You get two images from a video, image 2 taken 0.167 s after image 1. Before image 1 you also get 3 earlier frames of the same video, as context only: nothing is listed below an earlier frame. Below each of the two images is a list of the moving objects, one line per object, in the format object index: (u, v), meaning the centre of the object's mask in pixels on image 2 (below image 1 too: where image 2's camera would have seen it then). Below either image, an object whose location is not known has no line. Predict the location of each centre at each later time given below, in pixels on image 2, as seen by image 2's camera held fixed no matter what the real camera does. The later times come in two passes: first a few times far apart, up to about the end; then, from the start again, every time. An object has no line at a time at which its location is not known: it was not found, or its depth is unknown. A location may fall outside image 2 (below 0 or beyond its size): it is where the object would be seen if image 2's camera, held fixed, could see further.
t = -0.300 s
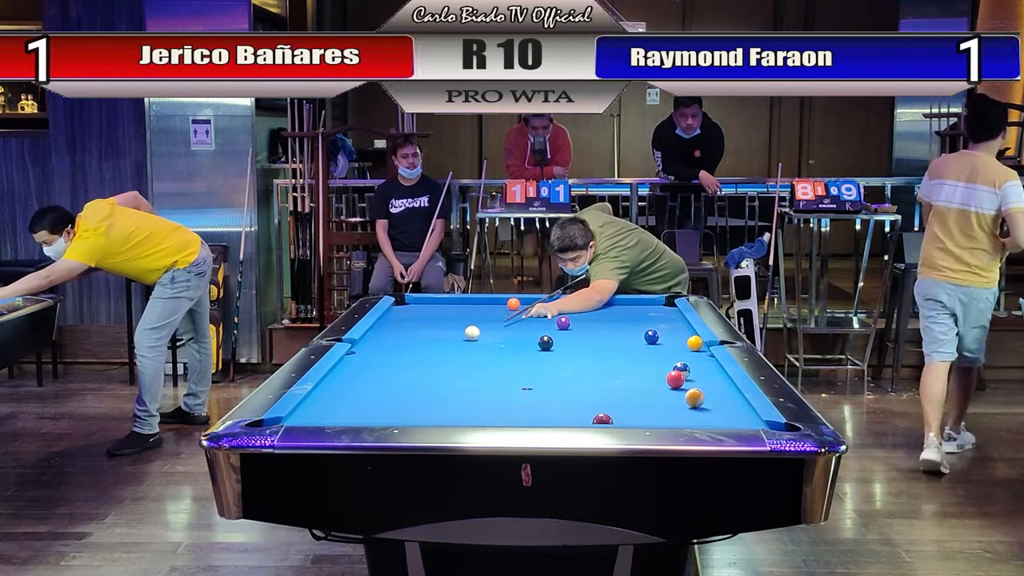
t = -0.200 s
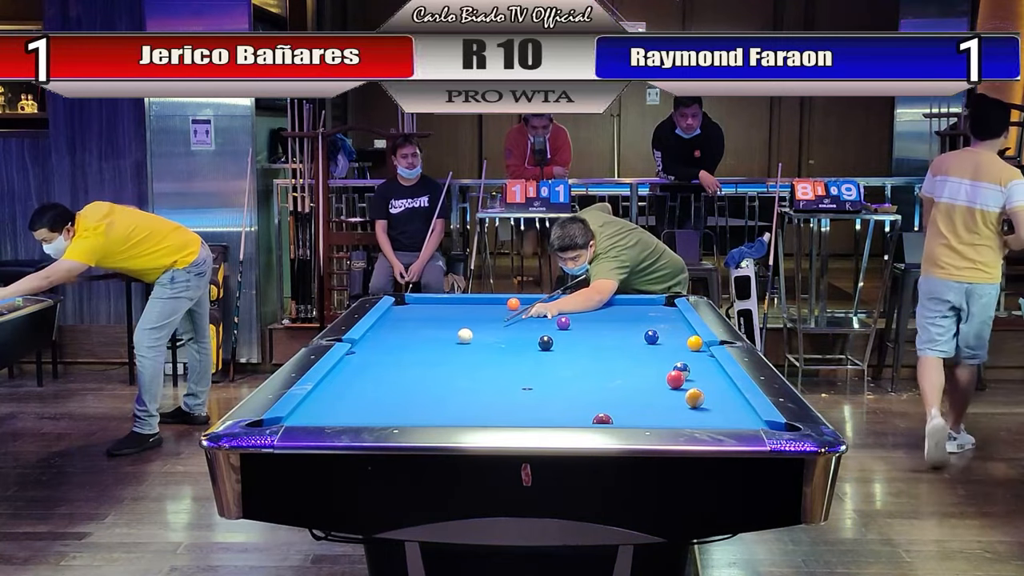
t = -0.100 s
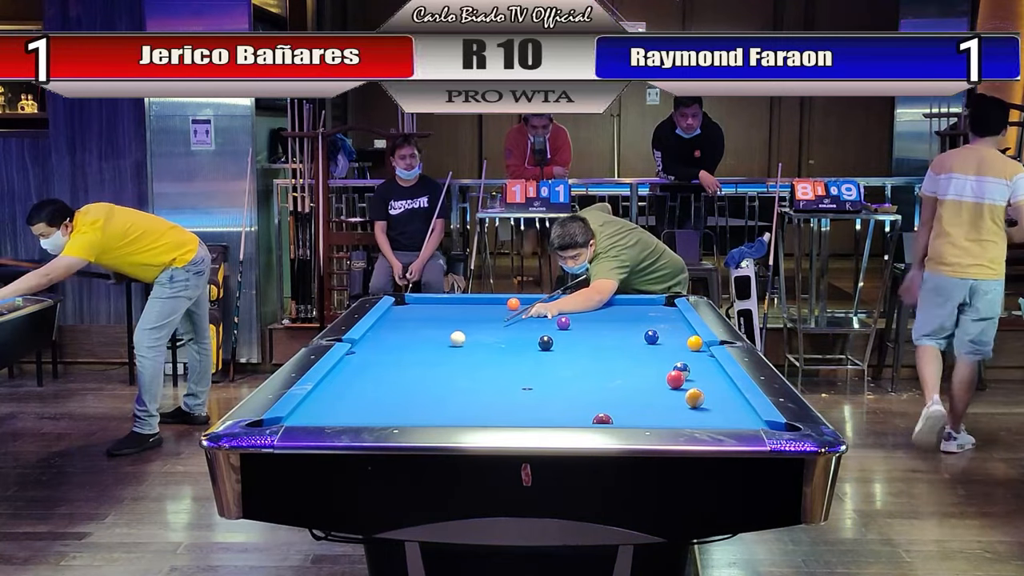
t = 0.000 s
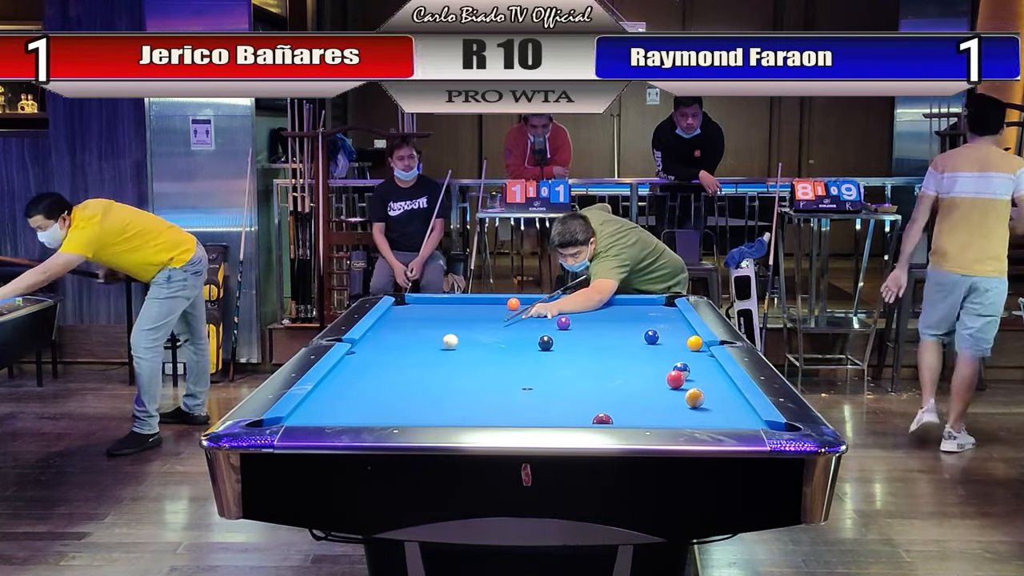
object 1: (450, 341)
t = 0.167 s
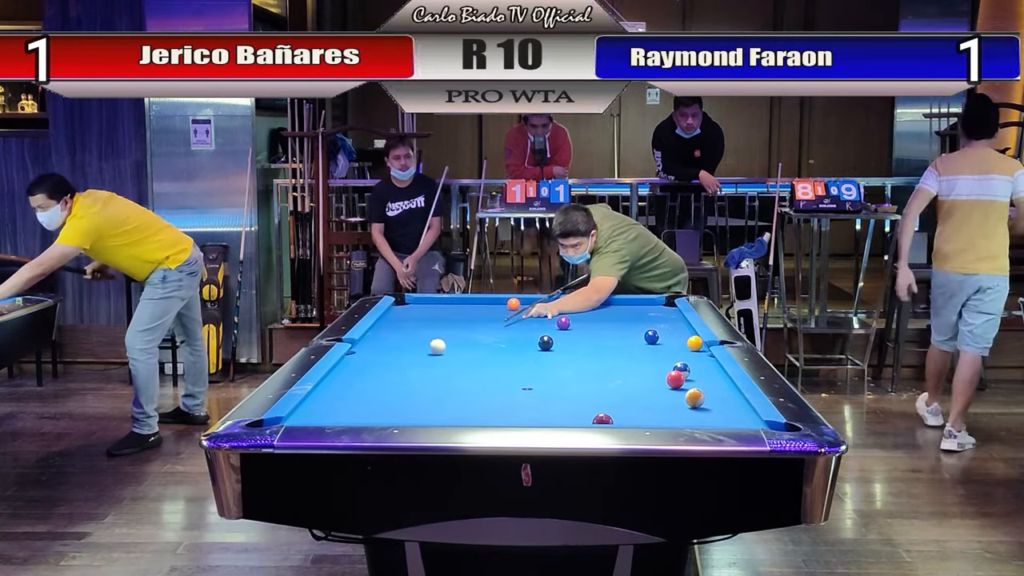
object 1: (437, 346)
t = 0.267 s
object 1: (429, 349)
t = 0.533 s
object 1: (408, 358)
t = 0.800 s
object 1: (386, 366)
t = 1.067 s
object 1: (363, 375)
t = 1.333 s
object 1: (339, 385)
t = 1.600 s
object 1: (318, 394)
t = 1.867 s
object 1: (320, 403)
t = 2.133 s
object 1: (322, 411)
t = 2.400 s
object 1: (324, 416)
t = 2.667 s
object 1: (329, 418)
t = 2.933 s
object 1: (338, 416)
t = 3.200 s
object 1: (345, 413)
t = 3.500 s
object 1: (352, 412)
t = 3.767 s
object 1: (357, 410)
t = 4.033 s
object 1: (362, 408)
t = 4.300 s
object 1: (364, 406)
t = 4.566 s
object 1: (366, 406)
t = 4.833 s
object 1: (367, 405)
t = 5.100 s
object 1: (367, 405)
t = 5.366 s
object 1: (367, 405)
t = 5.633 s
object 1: (367, 405)
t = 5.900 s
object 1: (367, 405)
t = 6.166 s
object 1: (367, 405)
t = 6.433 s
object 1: (367, 405)
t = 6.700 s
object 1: (367, 405)
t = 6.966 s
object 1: (367, 405)
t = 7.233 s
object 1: (367, 405)
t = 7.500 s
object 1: (367, 405)
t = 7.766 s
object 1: (367, 405)
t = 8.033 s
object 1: (367, 405)
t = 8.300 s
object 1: (367, 405)
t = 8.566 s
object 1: (367, 405)
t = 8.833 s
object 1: (367, 405)
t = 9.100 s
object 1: (367, 405)
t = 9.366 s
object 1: (367, 405)
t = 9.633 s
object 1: (367, 405)
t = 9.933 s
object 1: (367, 405)
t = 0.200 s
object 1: (435, 347)
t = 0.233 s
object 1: (432, 348)
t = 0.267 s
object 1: (429, 349)
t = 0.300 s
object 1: (427, 350)
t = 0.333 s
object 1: (424, 351)
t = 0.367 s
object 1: (422, 352)
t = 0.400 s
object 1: (419, 353)
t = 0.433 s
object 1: (416, 354)
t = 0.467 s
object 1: (414, 355)
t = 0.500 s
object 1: (411, 357)
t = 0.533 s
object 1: (408, 358)
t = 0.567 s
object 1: (405, 359)
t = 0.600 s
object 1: (403, 360)
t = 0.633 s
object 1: (400, 361)
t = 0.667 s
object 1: (397, 362)
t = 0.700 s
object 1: (394, 363)
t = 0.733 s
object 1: (392, 364)
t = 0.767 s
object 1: (389, 365)
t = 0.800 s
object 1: (386, 366)
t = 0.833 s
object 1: (383, 367)
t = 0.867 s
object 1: (380, 368)
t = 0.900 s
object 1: (378, 370)
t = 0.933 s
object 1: (375, 371)
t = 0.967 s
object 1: (372, 372)
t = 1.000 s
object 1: (369, 373)
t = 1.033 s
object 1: (366, 374)
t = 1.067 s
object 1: (363, 375)
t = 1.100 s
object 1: (360, 376)
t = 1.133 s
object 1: (357, 378)
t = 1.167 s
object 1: (354, 379)
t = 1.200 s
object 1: (351, 380)
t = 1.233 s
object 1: (348, 381)
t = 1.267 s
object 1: (345, 383)
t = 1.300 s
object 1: (342, 384)
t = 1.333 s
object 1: (339, 385)
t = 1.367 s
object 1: (336, 386)
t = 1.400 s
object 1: (333, 387)
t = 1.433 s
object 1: (330, 388)
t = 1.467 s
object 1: (326, 390)
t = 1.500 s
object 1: (324, 391)
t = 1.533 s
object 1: (320, 392)
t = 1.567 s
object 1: (318, 394)
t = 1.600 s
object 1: (318, 394)
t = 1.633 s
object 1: (318, 395)
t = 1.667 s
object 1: (318, 396)
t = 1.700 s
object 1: (319, 397)
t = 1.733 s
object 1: (319, 399)
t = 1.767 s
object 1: (319, 400)
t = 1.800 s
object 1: (319, 400)
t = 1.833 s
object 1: (319, 401)
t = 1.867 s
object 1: (320, 403)
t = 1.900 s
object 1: (320, 404)
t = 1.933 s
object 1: (321, 404)
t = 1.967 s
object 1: (321, 406)
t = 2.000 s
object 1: (321, 407)
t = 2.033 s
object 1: (321, 408)
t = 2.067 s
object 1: (321, 409)
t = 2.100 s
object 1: (322, 409)
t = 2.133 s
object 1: (322, 411)
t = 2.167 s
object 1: (322, 412)
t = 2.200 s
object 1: (322, 412)
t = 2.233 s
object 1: (323, 413)
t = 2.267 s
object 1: (323, 413)
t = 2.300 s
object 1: (323, 414)
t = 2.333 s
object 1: (323, 414)
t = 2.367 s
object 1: (324, 415)
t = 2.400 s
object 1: (324, 416)
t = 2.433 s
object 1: (324, 416)
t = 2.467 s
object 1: (324, 417)
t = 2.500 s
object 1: (325, 417)
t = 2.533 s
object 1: (325, 418)
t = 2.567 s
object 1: (325, 418)
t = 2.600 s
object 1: (325, 419)
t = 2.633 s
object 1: (327, 418)
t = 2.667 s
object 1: (329, 418)
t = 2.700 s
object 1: (330, 417)
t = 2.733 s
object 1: (331, 417)
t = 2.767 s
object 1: (332, 417)
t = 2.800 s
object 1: (333, 417)
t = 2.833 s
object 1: (334, 416)
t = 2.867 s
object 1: (335, 416)
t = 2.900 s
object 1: (336, 416)
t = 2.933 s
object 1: (338, 416)
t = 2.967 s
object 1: (339, 415)
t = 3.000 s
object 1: (340, 415)
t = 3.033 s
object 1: (340, 415)
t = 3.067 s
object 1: (341, 415)
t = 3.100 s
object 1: (343, 414)
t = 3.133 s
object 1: (344, 414)
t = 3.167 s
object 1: (345, 414)
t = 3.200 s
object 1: (345, 413)
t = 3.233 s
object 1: (346, 413)
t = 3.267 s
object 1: (347, 413)
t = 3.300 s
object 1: (348, 413)
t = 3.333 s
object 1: (349, 413)
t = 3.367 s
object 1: (350, 412)
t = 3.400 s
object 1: (350, 412)
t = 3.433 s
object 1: (351, 412)
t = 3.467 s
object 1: (352, 412)
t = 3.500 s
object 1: (352, 412)
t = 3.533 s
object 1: (353, 411)
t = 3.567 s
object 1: (354, 411)
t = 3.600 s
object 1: (355, 411)
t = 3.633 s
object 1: (355, 411)
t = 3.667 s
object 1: (356, 411)
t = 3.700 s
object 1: (356, 410)
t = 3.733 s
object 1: (357, 410)
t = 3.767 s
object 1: (357, 410)
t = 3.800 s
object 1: (358, 409)
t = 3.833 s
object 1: (359, 409)
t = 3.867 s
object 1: (359, 409)
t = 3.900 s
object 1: (360, 409)
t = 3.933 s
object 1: (360, 408)
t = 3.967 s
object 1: (361, 408)
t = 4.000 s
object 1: (361, 408)
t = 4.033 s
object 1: (362, 408)
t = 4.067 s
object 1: (362, 408)
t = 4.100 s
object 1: (363, 407)
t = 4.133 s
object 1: (363, 407)
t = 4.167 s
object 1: (363, 407)
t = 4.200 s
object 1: (363, 407)
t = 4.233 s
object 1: (364, 406)
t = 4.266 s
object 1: (364, 406)
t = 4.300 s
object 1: (364, 406)
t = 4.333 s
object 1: (365, 406)
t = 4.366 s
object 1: (365, 406)
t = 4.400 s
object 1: (365, 406)
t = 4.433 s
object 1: (366, 406)
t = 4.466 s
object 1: (366, 406)
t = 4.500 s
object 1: (366, 406)
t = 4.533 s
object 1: (366, 406)
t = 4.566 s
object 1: (366, 406)
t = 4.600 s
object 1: (367, 405)
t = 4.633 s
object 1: (367, 405)
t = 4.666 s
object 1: (367, 405)
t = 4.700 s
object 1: (367, 405)
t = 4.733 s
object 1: (367, 405)
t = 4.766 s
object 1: (367, 405)
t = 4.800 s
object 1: (367, 405)
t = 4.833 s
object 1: (367, 405)
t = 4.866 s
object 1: (367, 405)
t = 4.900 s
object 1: (367, 405)
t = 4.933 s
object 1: (367, 405)
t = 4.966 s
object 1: (367, 405)
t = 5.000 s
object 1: (367, 405)
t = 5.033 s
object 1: (367, 405)
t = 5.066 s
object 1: (367, 405)
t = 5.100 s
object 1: (367, 405)
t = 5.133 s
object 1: (367, 405)
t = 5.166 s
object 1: (367, 405)
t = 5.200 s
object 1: (367, 405)
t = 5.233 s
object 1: (367, 405)
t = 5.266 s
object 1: (367, 405)
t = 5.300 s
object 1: (367, 405)
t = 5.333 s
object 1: (367, 405)
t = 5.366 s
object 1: (367, 405)
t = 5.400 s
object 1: (367, 405)
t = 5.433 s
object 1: (367, 405)
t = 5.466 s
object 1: (367, 405)
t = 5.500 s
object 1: (367, 405)
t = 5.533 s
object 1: (367, 405)
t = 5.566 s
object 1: (367, 405)
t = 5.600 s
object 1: (367, 405)
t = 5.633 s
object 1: (367, 405)
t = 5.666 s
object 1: (367, 405)
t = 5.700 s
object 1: (367, 405)
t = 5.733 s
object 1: (367, 405)
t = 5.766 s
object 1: (367, 405)
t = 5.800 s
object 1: (367, 405)
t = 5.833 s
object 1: (367, 405)
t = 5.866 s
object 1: (367, 405)
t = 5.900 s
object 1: (367, 405)
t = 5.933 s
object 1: (367, 405)
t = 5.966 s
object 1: (367, 405)
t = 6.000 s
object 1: (367, 405)
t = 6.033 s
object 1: (367, 405)
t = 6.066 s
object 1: (367, 405)
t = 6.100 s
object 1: (367, 405)
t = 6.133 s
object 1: (367, 405)
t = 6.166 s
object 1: (367, 405)
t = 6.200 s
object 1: (367, 405)
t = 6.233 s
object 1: (367, 405)
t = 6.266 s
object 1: (367, 405)
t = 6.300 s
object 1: (367, 405)
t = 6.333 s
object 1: (367, 405)
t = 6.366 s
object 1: (367, 405)
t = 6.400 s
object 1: (367, 405)
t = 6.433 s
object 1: (367, 405)
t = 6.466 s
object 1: (367, 405)
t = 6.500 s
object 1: (367, 405)
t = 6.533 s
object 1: (367, 405)
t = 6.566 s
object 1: (367, 405)
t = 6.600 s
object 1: (367, 405)
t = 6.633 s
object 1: (367, 405)
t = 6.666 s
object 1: (367, 405)
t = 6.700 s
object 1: (367, 405)
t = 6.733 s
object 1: (367, 405)
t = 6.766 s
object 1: (367, 405)
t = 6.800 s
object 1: (367, 405)
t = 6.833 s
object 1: (367, 405)
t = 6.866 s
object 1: (367, 405)
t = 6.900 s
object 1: (367, 405)
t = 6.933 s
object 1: (367, 405)
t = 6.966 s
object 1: (367, 405)
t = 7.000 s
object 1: (367, 405)
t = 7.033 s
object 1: (367, 405)
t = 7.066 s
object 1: (367, 405)
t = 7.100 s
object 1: (367, 405)
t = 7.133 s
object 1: (367, 405)
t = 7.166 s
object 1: (367, 405)
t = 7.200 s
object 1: (367, 405)
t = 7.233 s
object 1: (367, 405)
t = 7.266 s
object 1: (367, 405)
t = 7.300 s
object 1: (367, 405)
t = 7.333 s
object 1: (367, 405)
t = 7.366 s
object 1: (367, 405)
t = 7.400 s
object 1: (367, 405)
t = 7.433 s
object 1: (367, 405)
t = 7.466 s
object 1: (367, 405)
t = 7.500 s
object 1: (367, 405)
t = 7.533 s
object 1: (367, 405)
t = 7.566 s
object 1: (367, 405)
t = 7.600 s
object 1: (367, 405)
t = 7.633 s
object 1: (367, 405)
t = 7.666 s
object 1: (367, 405)
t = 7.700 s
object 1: (367, 405)
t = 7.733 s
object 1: (367, 405)
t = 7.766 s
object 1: (367, 405)
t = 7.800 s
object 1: (367, 405)
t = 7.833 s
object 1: (367, 405)
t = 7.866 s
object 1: (367, 405)
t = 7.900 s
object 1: (367, 405)
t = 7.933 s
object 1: (367, 405)
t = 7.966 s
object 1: (367, 405)
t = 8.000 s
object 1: (367, 405)
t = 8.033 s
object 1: (367, 405)
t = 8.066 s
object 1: (367, 405)
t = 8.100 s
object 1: (367, 405)
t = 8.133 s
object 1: (367, 405)
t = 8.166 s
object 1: (367, 405)
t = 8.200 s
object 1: (367, 405)
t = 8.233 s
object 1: (367, 405)
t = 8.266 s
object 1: (367, 405)
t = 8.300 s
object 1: (367, 405)
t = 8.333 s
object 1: (367, 405)
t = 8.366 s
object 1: (367, 405)
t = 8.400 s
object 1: (367, 405)
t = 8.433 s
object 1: (367, 405)
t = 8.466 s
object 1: (367, 405)
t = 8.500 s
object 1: (367, 405)
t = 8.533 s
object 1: (367, 405)
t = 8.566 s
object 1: (367, 405)
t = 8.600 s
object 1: (367, 405)
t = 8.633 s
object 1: (367, 405)
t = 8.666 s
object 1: (367, 405)
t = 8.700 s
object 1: (367, 405)
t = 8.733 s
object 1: (367, 405)
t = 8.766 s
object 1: (367, 405)
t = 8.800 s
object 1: (367, 405)
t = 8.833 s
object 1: (367, 405)
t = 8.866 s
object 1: (367, 405)
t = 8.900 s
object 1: (367, 405)
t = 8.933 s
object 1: (367, 405)
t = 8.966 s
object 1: (367, 405)
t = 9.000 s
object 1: (367, 405)
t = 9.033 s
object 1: (367, 405)
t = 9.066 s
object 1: (367, 405)
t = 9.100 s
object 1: (367, 405)
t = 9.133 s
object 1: (367, 405)
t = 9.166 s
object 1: (367, 405)
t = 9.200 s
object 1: (367, 405)
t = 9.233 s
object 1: (367, 405)
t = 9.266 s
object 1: (367, 405)
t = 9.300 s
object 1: (367, 405)
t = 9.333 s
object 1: (367, 405)
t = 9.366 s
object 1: (367, 405)
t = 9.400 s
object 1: (367, 405)
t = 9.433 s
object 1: (367, 405)
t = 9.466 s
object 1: (367, 405)
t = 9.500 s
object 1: (367, 405)
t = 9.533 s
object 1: (367, 405)
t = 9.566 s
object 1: (367, 405)
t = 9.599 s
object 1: (367, 405)
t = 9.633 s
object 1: (367, 405)
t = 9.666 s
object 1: (367, 405)
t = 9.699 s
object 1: (367, 405)
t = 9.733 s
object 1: (367, 405)
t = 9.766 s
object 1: (367, 405)
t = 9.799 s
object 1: (367, 405)
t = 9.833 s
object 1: (367, 405)
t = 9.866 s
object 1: (367, 405)
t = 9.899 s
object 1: (367, 405)
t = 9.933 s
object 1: (367, 405)
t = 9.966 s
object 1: (367, 405)
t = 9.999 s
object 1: (367, 405)
